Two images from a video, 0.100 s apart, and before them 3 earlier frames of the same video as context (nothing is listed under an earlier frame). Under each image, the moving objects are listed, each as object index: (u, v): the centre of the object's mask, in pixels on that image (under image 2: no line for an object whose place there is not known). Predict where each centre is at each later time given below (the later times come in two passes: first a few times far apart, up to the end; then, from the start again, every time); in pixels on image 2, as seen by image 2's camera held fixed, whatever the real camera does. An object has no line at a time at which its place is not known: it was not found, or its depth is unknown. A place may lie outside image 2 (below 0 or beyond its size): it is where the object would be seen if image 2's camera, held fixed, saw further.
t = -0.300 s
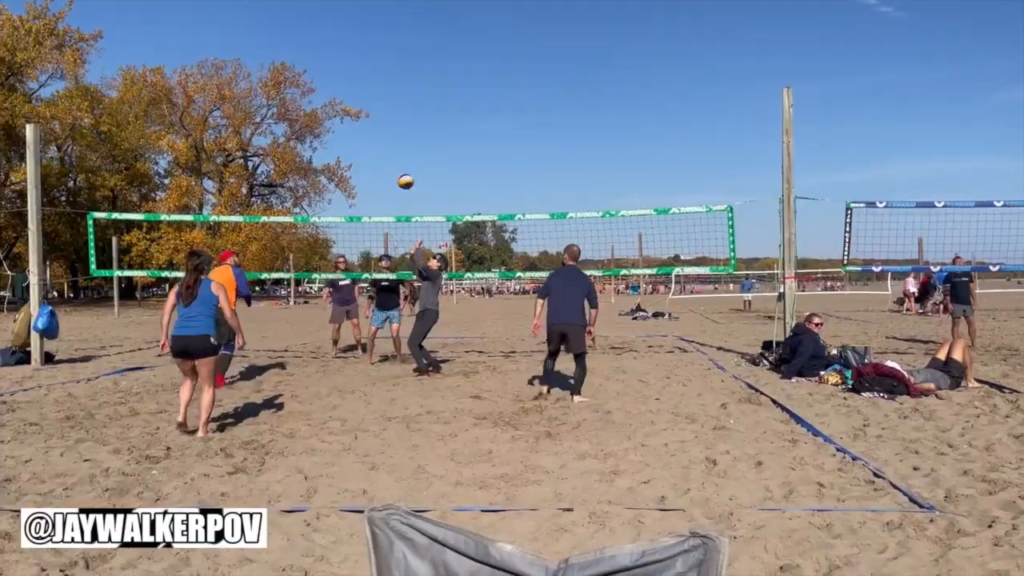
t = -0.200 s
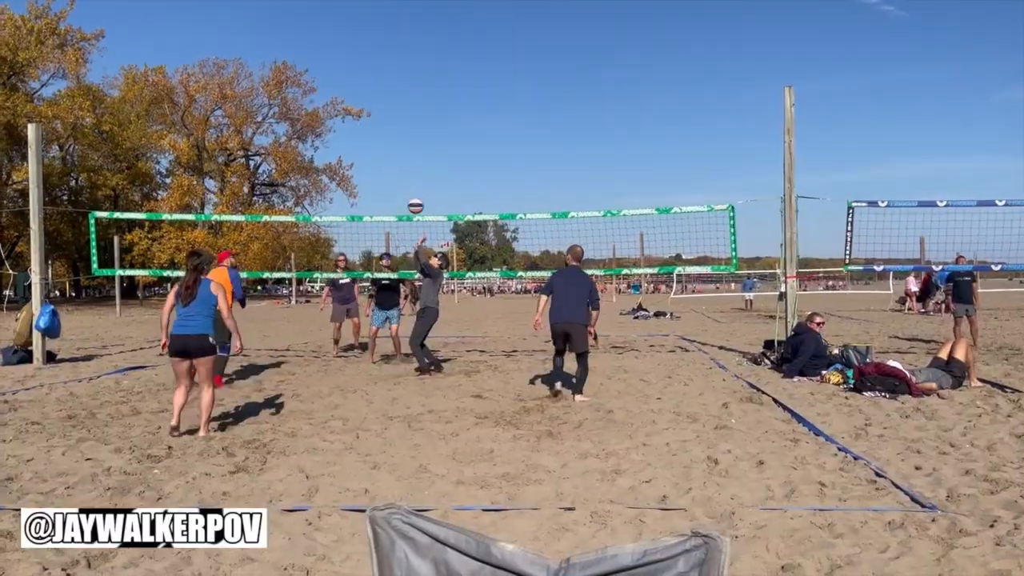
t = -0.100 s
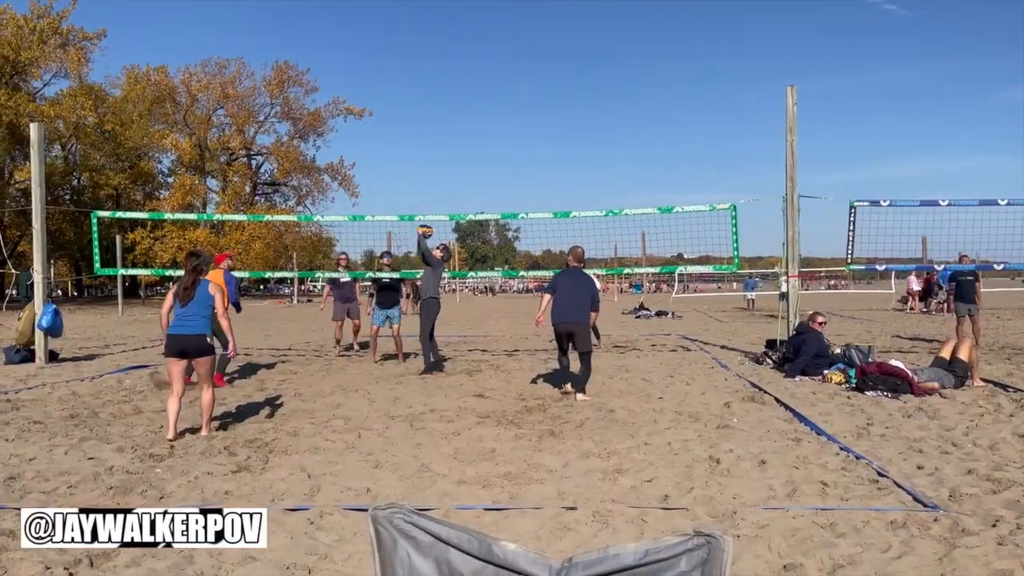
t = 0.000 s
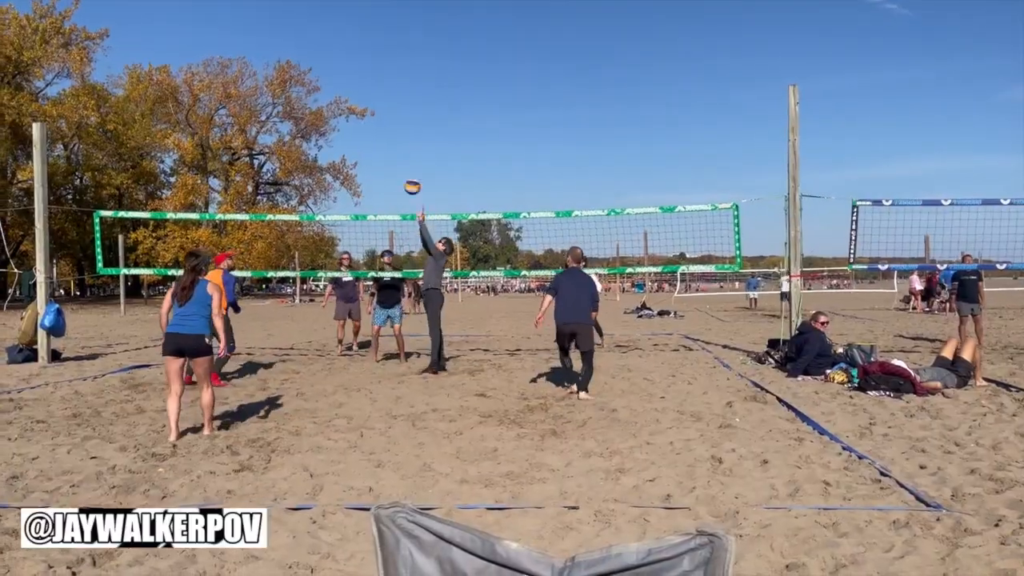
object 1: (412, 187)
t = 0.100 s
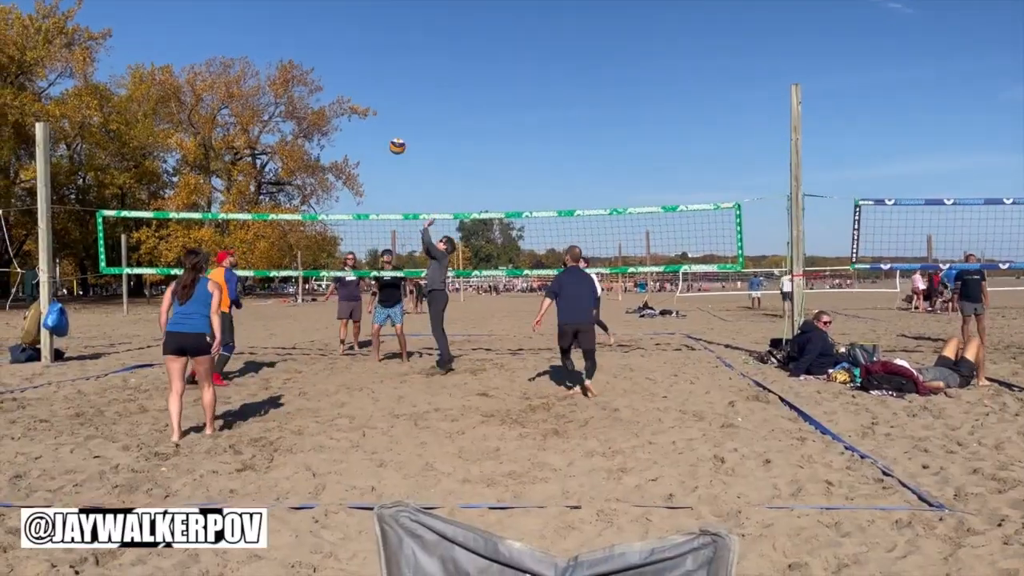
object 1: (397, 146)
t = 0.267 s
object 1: (369, 96)
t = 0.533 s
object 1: (325, 61)
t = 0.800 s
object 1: (283, 78)
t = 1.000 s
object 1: (250, 123)
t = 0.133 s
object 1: (391, 134)
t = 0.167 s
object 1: (386, 123)
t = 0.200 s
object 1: (380, 113)
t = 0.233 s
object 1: (375, 104)
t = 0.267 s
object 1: (369, 96)
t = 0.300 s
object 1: (363, 88)
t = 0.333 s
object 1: (358, 82)
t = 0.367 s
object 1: (352, 76)
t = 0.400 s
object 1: (347, 72)
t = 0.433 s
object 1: (341, 68)
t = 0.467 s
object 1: (336, 65)
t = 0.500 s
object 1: (330, 63)
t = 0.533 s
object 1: (325, 61)
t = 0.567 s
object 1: (319, 61)
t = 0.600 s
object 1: (314, 61)
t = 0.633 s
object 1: (308, 62)
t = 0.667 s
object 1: (303, 64)
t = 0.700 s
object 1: (298, 66)
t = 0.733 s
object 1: (294, 70)
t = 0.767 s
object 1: (288, 74)
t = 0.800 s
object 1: (283, 78)
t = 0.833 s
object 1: (277, 84)
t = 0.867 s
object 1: (272, 91)
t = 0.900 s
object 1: (267, 98)
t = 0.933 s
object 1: (261, 106)
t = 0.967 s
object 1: (256, 114)
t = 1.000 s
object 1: (250, 123)
